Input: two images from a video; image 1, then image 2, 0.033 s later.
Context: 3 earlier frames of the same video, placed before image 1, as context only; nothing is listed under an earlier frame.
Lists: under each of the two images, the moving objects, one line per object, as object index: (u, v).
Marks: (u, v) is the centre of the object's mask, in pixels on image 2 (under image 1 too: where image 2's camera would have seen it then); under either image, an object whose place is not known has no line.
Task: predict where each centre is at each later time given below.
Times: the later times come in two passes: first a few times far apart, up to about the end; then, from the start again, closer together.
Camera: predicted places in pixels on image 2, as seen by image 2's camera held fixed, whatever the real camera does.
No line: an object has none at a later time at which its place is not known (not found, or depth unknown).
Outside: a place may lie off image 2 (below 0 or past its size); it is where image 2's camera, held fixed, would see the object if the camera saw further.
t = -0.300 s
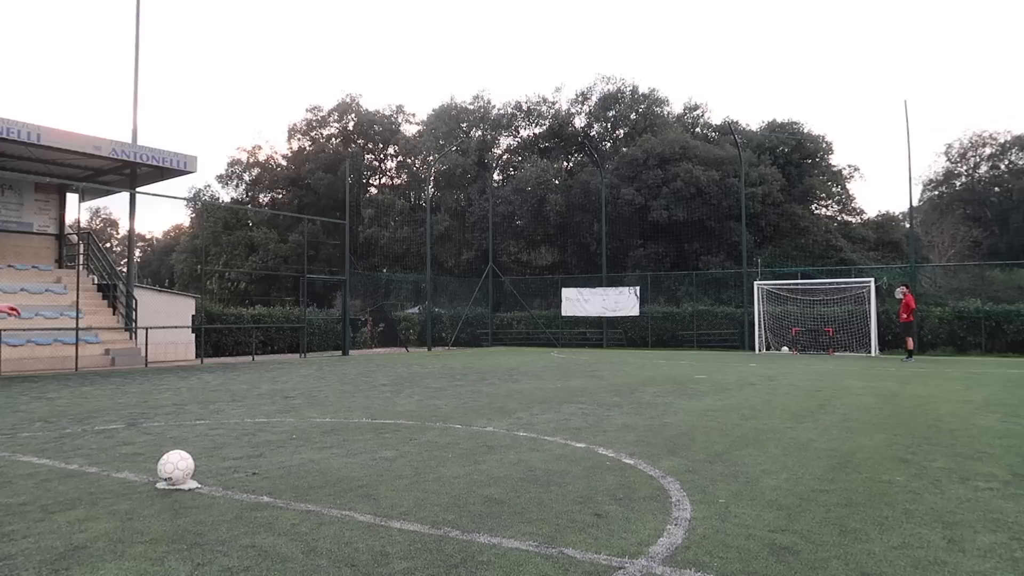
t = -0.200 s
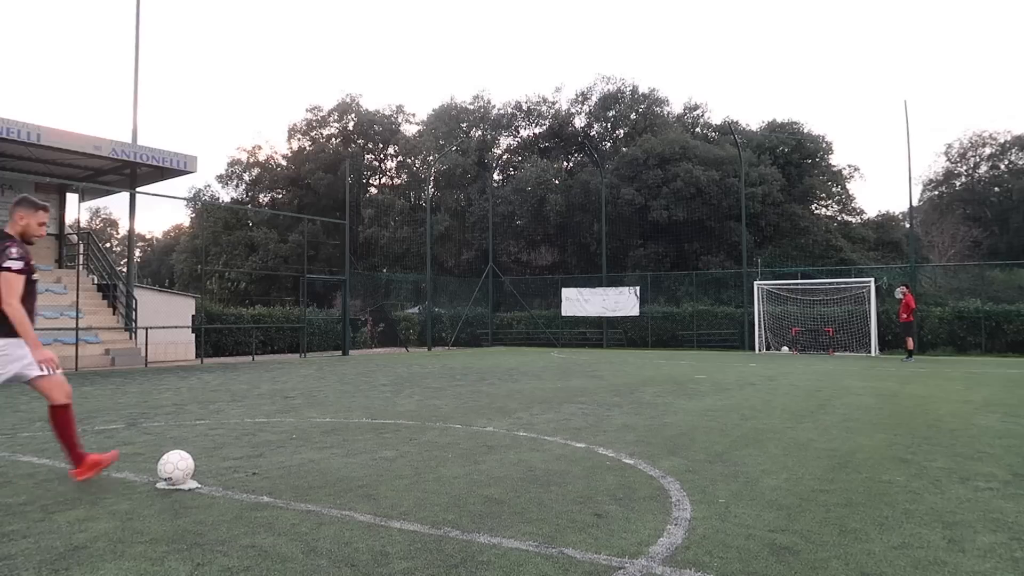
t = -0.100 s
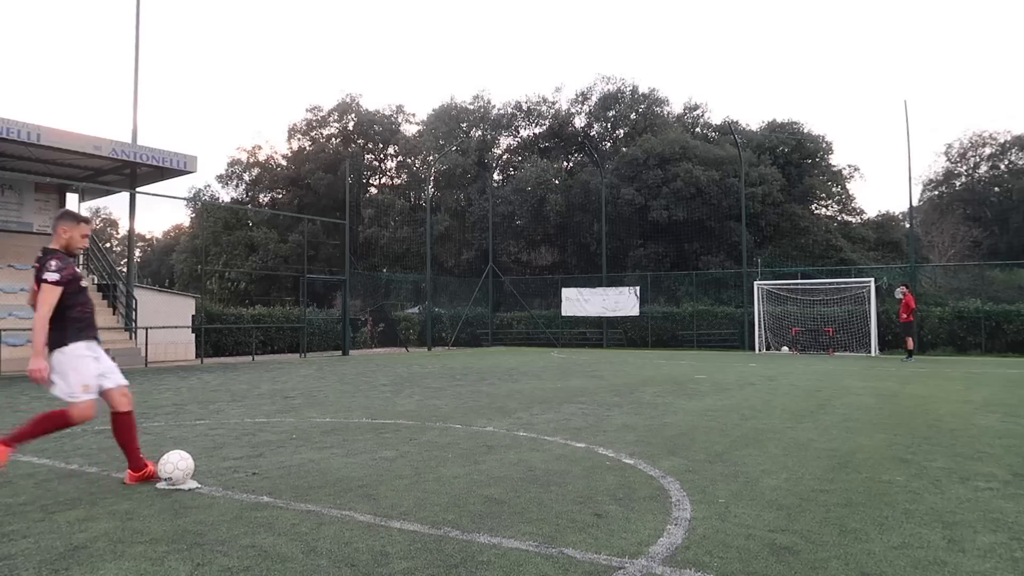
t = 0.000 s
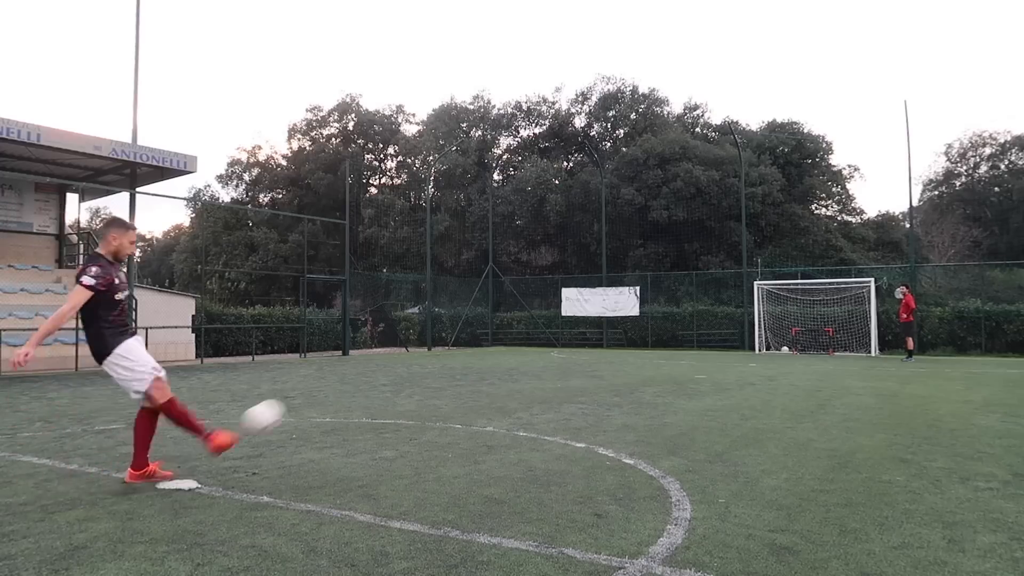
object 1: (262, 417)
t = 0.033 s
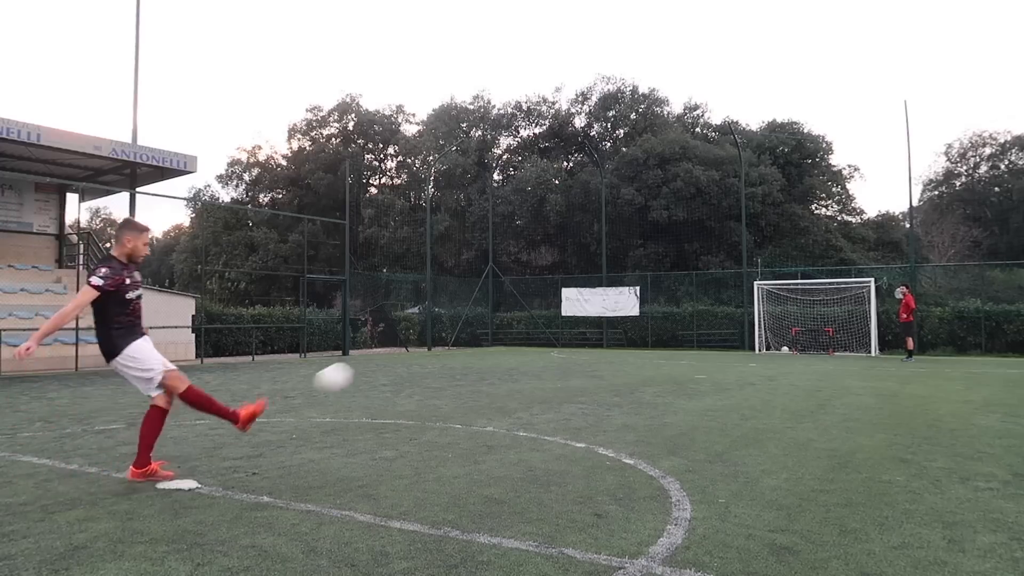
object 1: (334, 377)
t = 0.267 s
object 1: (620, 243)
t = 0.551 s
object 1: (765, 216)
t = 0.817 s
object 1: (830, 240)
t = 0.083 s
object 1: (420, 333)
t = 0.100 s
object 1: (445, 320)
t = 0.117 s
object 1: (468, 309)
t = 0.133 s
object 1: (490, 298)
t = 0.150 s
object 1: (509, 289)
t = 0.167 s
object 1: (528, 281)
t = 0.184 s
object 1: (546, 272)
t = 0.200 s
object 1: (563, 266)
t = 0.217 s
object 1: (578, 259)
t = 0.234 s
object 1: (593, 253)
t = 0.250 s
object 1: (607, 247)
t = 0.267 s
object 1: (620, 243)
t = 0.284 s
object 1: (633, 239)
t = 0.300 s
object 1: (644, 235)
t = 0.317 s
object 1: (655, 231)
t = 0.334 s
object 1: (666, 228)
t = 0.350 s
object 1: (676, 226)
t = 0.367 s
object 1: (685, 224)
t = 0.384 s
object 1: (694, 222)
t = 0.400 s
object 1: (703, 220)
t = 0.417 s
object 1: (711, 219)
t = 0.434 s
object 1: (719, 217)
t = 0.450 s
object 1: (726, 217)
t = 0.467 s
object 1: (734, 216)
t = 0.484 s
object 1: (740, 216)
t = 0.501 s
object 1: (747, 215)
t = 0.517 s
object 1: (753, 216)
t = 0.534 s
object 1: (759, 216)
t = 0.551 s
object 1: (765, 216)
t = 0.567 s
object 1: (770, 217)
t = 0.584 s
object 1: (775, 217)
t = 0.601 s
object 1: (780, 218)
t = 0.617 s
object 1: (785, 219)
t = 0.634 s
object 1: (790, 220)
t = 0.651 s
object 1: (794, 222)
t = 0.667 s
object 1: (798, 223)
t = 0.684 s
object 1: (802, 225)
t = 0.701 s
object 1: (806, 226)
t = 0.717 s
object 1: (810, 228)
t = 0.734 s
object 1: (814, 230)
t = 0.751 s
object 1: (817, 231)
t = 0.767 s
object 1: (820, 234)
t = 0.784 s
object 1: (823, 236)
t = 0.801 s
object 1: (827, 238)
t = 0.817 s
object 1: (830, 240)
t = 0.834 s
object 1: (833, 243)
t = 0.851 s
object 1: (836, 245)
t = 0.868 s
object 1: (838, 247)
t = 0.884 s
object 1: (841, 250)
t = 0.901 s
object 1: (843, 253)
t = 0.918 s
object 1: (845, 256)
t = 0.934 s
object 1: (848, 258)
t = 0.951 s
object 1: (850, 261)
